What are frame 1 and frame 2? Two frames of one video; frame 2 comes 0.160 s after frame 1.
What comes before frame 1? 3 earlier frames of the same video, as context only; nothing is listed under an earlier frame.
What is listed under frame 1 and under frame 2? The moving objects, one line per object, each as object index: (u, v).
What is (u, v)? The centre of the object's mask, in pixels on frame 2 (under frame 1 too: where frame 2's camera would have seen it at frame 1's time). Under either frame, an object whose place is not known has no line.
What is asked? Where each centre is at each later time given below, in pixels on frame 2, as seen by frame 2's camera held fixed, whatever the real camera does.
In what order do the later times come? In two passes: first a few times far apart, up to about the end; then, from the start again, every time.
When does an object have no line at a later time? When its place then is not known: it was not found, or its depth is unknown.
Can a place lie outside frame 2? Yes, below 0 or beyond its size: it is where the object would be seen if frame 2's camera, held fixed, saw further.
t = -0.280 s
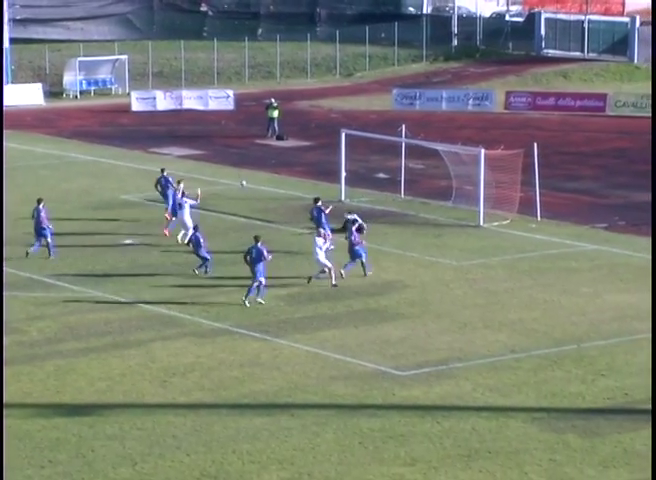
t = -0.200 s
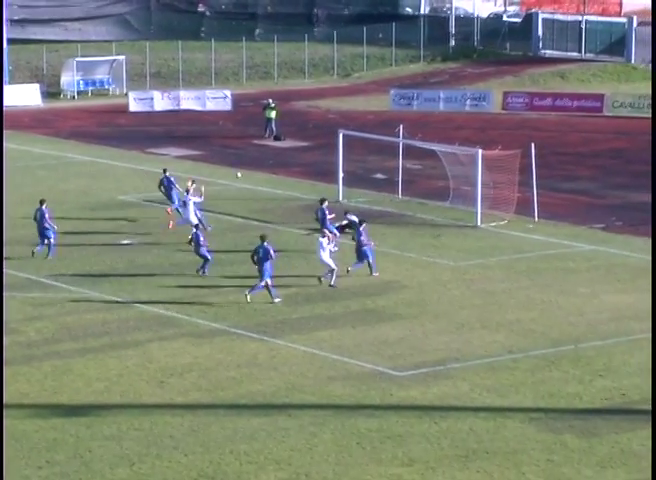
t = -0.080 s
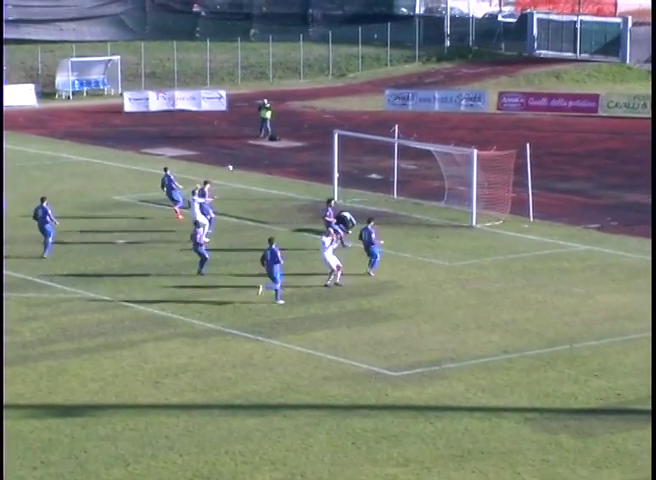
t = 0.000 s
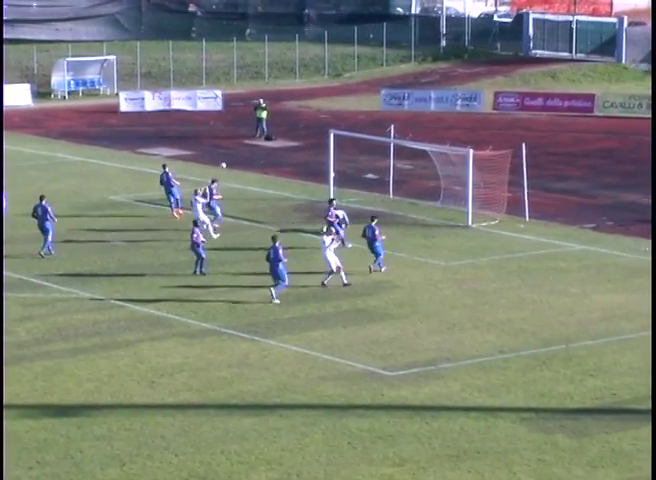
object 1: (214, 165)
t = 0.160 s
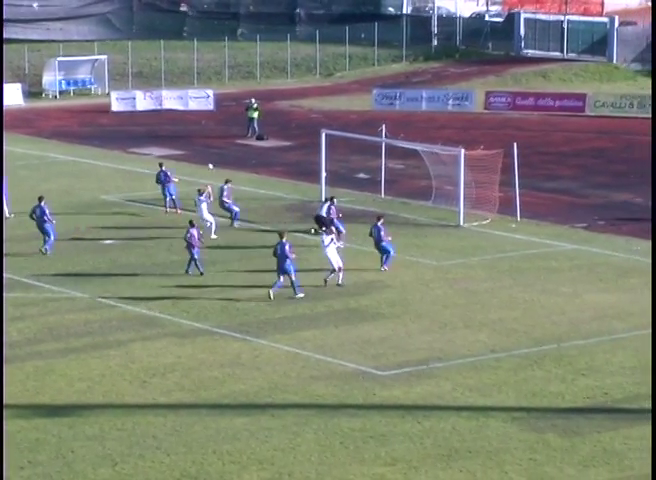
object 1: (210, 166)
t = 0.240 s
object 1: (208, 169)
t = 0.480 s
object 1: (204, 159)
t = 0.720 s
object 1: (202, 153)
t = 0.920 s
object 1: (200, 149)
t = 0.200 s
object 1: (209, 168)
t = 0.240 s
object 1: (208, 169)
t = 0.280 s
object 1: (207, 166)
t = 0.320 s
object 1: (206, 165)
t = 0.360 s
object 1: (206, 162)
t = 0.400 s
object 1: (205, 161)
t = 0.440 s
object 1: (205, 160)
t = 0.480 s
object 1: (204, 159)
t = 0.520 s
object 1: (204, 159)
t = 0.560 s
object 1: (203, 159)
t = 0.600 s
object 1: (203, 158)
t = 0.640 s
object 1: (203, 156)
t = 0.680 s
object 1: (202, 154)
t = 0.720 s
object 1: (202, 153)
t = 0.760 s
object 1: (202, 152)
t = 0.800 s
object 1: (201, 152)
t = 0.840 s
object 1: (201, 152)
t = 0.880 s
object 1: (200, 151)
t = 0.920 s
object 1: (200, 149)
